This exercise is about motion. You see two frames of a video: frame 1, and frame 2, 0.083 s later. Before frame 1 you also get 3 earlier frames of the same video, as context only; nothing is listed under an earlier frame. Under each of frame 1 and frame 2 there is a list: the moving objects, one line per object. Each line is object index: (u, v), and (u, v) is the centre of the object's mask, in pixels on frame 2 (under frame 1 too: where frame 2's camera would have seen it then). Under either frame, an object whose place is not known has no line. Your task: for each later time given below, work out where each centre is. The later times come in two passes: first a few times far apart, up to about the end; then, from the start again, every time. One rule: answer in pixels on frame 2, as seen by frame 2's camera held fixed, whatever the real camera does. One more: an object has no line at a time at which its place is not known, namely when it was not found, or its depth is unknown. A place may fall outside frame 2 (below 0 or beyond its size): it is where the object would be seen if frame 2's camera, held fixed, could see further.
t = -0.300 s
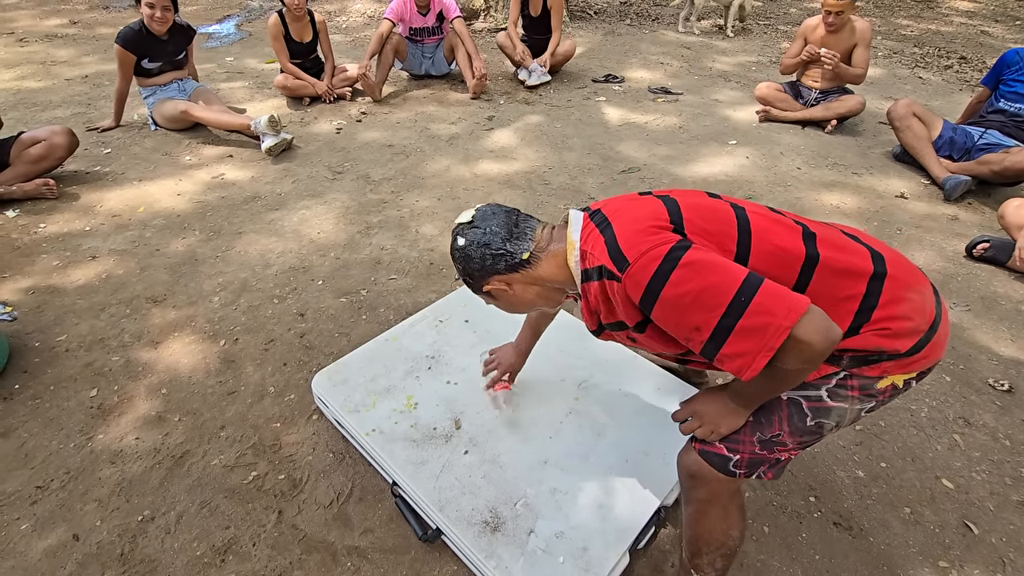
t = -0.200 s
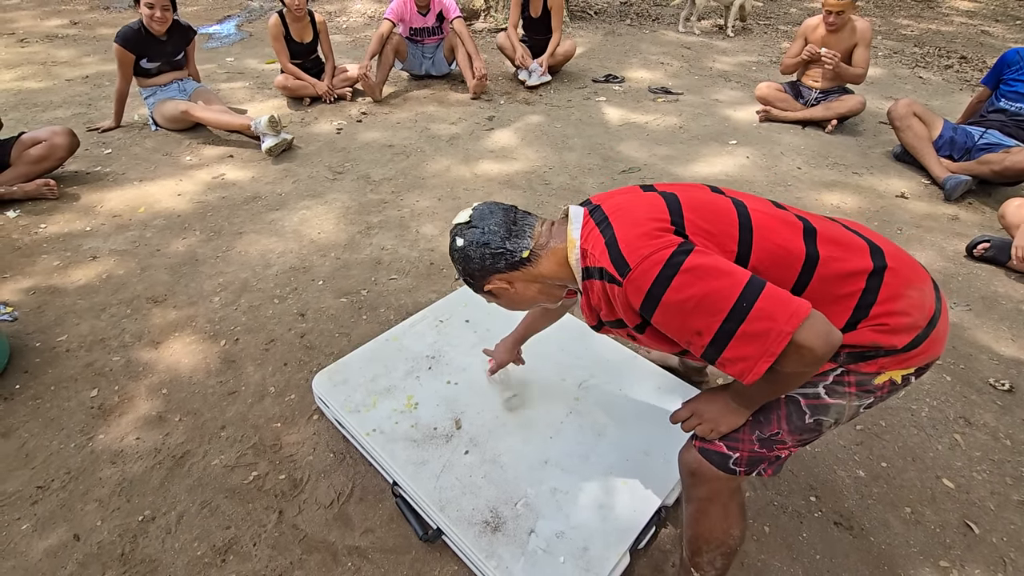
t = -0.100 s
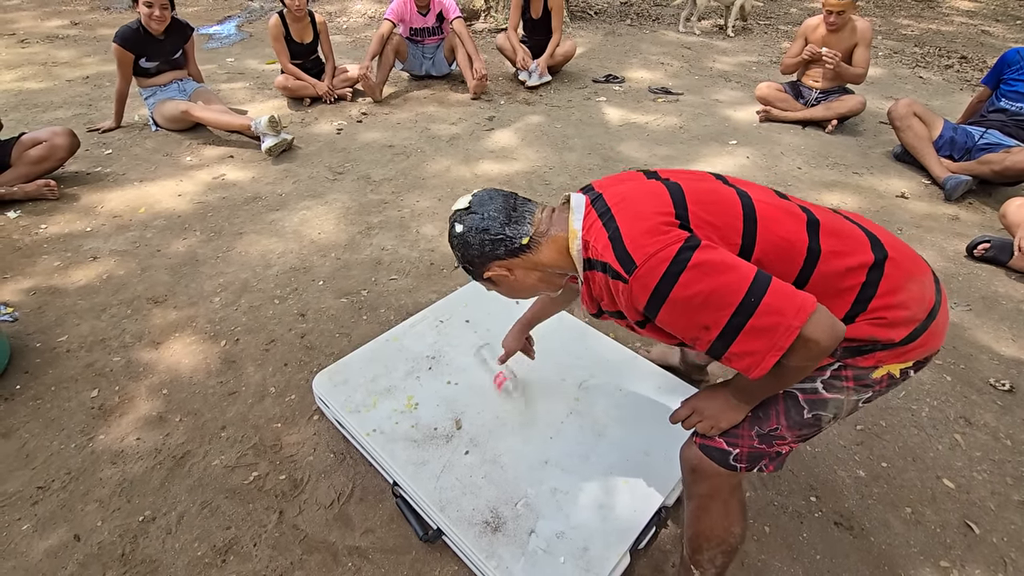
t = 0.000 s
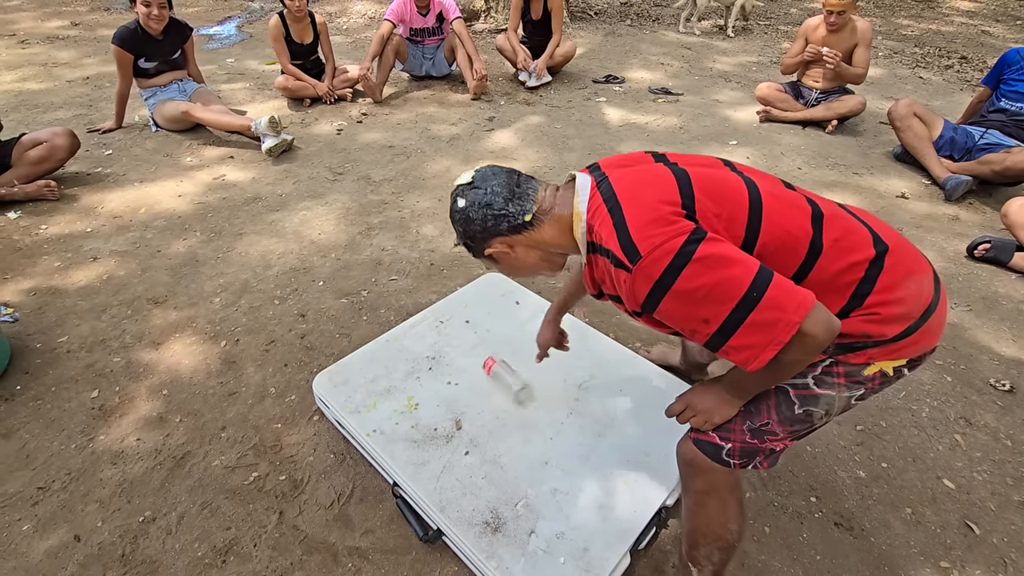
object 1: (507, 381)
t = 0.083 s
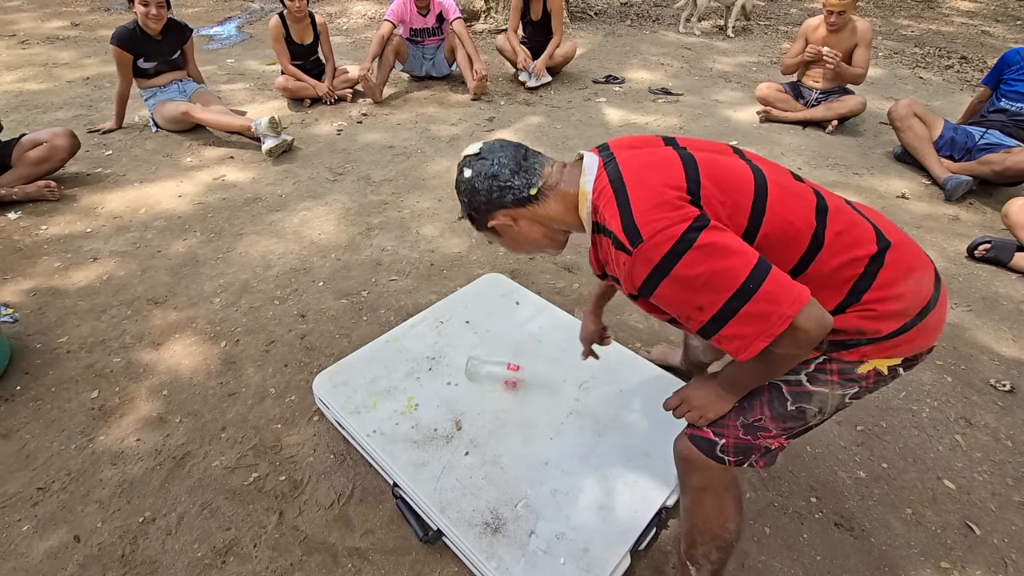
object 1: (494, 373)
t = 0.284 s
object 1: (492, 375)
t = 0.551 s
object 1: (498, 370)
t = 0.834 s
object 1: (501, 372)
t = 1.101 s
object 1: (502, 365)
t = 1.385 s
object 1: (500, 372)
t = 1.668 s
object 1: (495, 383)
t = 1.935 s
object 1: (508, 377)
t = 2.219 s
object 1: (510, 382)
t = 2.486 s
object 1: (507, 382)
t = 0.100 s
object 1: (497, 372)
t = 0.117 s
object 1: (505, 379)
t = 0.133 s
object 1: (501, 378)
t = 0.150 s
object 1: (505, 368)
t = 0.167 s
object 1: (508, 371)
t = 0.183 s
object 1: (507, 373)
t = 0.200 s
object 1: (507, 375)
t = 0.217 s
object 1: (506, 379)
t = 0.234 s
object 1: (500, 379)
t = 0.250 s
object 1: (498, 379)
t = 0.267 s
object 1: (493, 377)
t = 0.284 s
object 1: (492, 375)
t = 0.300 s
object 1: (491, 370)
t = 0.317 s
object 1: (494, 368)
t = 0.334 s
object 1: (496, 366)
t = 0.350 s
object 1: (500, 375)
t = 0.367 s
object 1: (504, 367)
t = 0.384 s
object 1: (507, 370)
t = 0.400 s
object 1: (502, 372)
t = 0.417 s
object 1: (501, 372)
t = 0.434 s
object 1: (506, 378)
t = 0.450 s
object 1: (503, 377)
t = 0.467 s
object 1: (499, 378)
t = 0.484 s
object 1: (494, 377)
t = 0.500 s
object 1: (492, 376)
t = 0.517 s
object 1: (492, 373)
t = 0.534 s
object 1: (492, 369)
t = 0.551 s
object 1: (498, 370)
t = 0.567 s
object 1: (497, 367)
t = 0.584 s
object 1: (499, 367)
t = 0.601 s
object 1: (505, 365)
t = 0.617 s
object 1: (507, 368)
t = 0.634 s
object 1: (509, 371)
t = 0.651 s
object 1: (508, 374)
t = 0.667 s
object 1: (507, 376)
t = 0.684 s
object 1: (504, 377)
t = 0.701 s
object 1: (501, 379)
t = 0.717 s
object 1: (497, 377)
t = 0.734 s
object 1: (493, 376)
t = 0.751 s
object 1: (492, 373)
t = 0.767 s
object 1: (492, 369)
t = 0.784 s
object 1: (496, 368)
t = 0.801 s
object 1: (502, 373)
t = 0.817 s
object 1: (500, 371)
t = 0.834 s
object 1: (501, 372)
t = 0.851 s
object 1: (507, 366)
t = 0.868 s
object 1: (508, 367)
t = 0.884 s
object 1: (509, 370)
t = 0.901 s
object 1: (507, 372)
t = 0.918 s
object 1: (507, 375)
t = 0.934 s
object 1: (504, 376)
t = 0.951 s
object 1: (502, 377)
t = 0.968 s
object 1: (498, 379)
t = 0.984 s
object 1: (494, 377)
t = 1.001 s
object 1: (491, 376)
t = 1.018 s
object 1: (490, 373)
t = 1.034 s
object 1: (495, 370)
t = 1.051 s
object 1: (502, 373)
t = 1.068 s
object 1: (500, 372)
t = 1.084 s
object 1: (499, 370)
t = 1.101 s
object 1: (502, 365)
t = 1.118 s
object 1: (506, 368)
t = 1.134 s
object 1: (508, 369)
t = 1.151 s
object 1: (508, 370)
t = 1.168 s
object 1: (509, 373)
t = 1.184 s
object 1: (509, 376)
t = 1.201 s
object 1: (507, 378)
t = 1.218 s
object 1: (507, 380)
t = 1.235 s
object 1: (504, 382)
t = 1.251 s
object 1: (501, 384)
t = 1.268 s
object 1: (497, 384)
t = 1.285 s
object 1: (494, 382)
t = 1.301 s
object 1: (496, 379)
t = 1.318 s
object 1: (499, 378)
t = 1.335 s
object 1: (507, 379)
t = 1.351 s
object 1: (505, 378)
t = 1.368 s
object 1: (497, 372)
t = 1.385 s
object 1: (500, 372)
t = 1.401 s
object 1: (504, 379)
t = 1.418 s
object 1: (504, 379)
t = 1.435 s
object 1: (508, 371)
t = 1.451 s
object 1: (512, 371)
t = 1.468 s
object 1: (514, 374)
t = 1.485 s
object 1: (513, 377)
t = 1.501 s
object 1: (510, 376)
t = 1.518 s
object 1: (515, 380)
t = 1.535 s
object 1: (514, 382)
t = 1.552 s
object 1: (512, 384)
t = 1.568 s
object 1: (510, 384)
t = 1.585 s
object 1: (509, 386)
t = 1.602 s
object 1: (505, 387)
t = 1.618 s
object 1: (502, 386)
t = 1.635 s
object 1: (499, 386)
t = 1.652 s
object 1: (497, 386)
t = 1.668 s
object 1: (495, 383)
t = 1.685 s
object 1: (495, 380)
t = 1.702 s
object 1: (503, 377)
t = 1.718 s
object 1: (507, 378)
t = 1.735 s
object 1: (499, 374)
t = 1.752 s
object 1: (508, 378)
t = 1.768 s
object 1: (509, 378)
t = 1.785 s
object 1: (509, 379)
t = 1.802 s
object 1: (508, 378)
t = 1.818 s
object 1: (509, 379)
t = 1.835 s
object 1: (510, 375)
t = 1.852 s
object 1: (514, 373)
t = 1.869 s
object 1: (517, 373)
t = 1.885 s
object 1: (519, 374)
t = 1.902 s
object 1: (520, 375)
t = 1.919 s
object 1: (517, 376)
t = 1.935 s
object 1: (508, 377)
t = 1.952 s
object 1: (510, 377)
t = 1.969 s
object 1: (511, 378)
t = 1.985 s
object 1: (513, 379)
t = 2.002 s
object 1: (513, 381)
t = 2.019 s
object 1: (514, 383)
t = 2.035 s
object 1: (514, 388)
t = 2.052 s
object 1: (511, 388)
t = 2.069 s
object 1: (509, 383)
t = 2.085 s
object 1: (506, 387)
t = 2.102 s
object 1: (506, 383)
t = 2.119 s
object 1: (505, 385)
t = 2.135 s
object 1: (503, 387)
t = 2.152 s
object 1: (503, 389)
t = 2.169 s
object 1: (501, 385)
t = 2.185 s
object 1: (505, 383)
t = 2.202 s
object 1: (507, 382)
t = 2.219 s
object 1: (510, 382)
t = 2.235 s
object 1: (505, 380)
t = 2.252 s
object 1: (510, 382)
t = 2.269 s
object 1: (509, 382)
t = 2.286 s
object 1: (509, 382)
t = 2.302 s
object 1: (510, 383)
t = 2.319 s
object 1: (511, 383)
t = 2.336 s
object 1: (510, 383)
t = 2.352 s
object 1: (509, 382)
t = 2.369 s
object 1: (509, 382)
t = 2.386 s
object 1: (508, 381)
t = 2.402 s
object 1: (508, 383)
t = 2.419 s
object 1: (507, 381)
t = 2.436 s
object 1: (508, 381)
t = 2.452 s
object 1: (508, 381)
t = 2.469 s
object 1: (509, 380)
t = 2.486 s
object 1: (507, 382)
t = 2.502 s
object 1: (513, 378)
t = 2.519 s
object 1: (510, 380)
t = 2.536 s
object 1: (508, 382)
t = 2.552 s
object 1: (508, 382)
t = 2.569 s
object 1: (509, 381)
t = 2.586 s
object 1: (508, 382)
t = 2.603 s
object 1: (507, 382)
